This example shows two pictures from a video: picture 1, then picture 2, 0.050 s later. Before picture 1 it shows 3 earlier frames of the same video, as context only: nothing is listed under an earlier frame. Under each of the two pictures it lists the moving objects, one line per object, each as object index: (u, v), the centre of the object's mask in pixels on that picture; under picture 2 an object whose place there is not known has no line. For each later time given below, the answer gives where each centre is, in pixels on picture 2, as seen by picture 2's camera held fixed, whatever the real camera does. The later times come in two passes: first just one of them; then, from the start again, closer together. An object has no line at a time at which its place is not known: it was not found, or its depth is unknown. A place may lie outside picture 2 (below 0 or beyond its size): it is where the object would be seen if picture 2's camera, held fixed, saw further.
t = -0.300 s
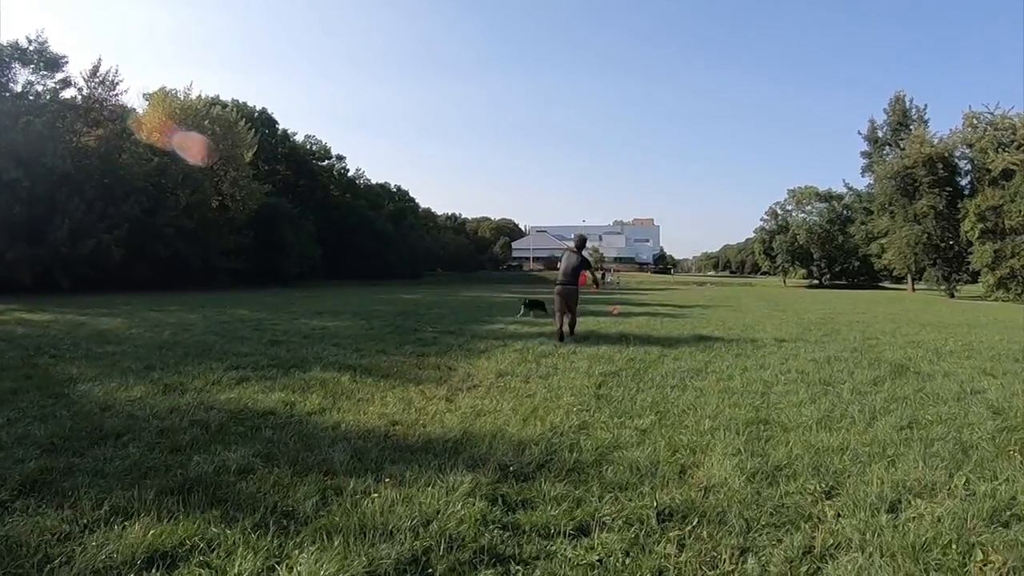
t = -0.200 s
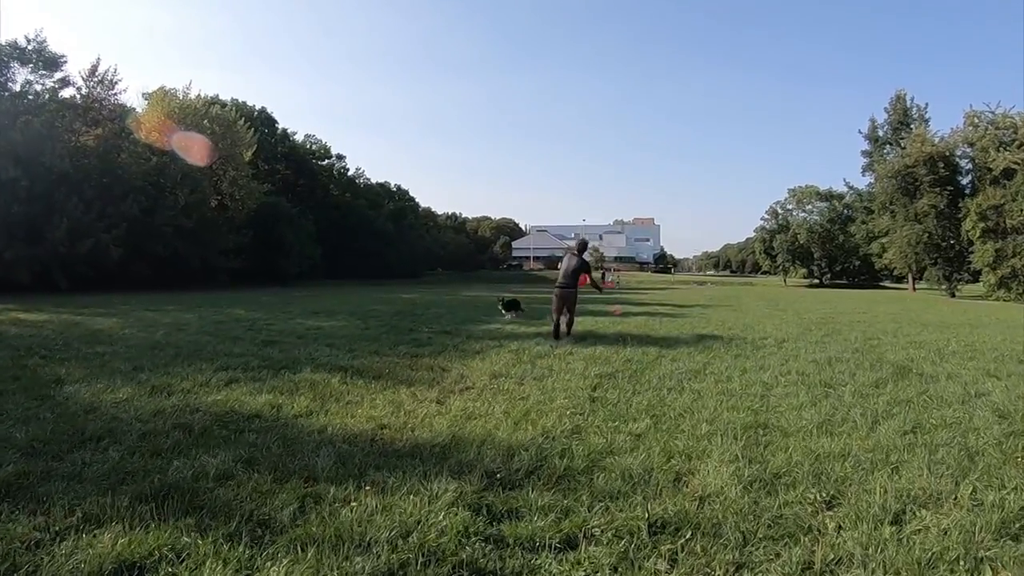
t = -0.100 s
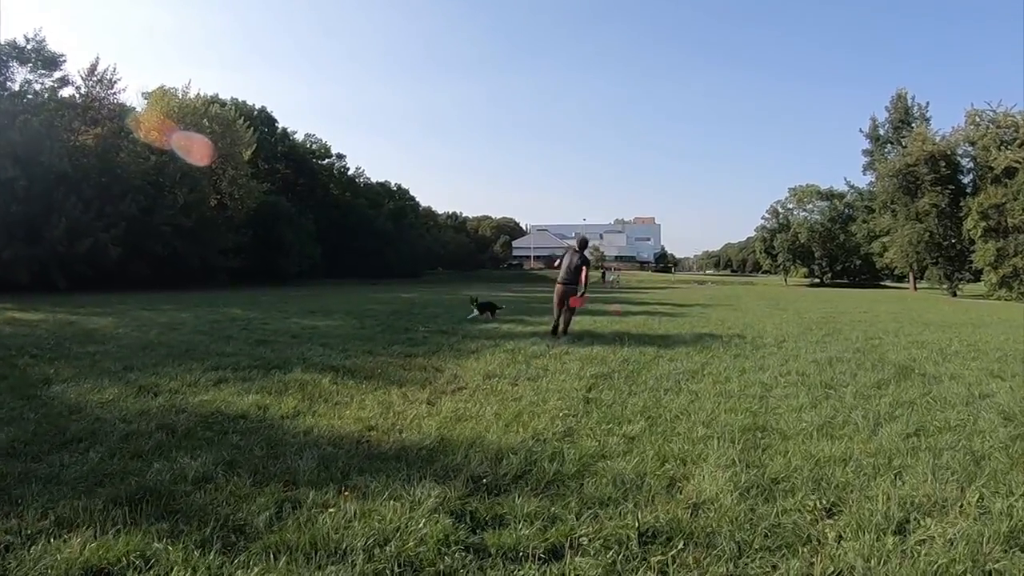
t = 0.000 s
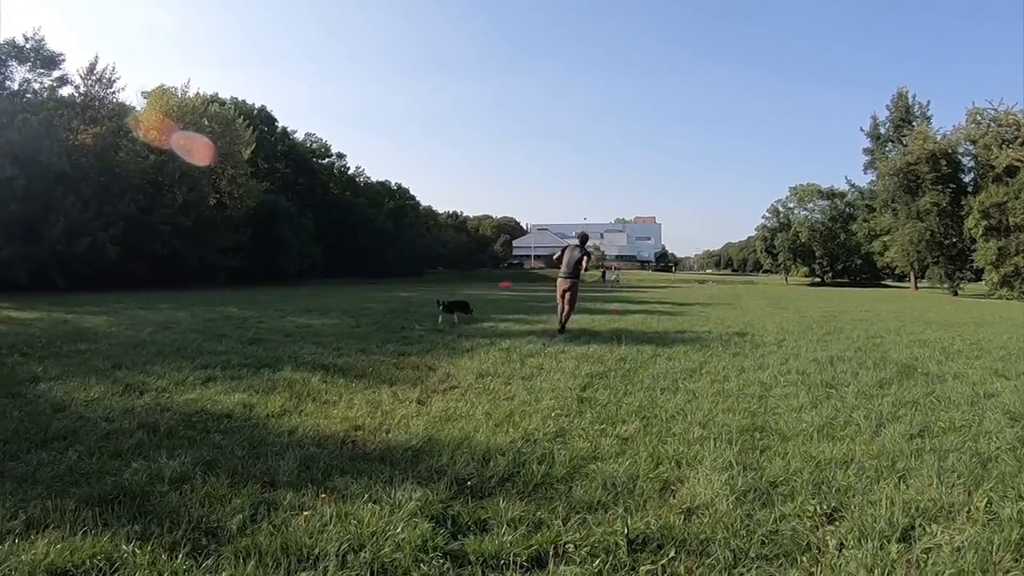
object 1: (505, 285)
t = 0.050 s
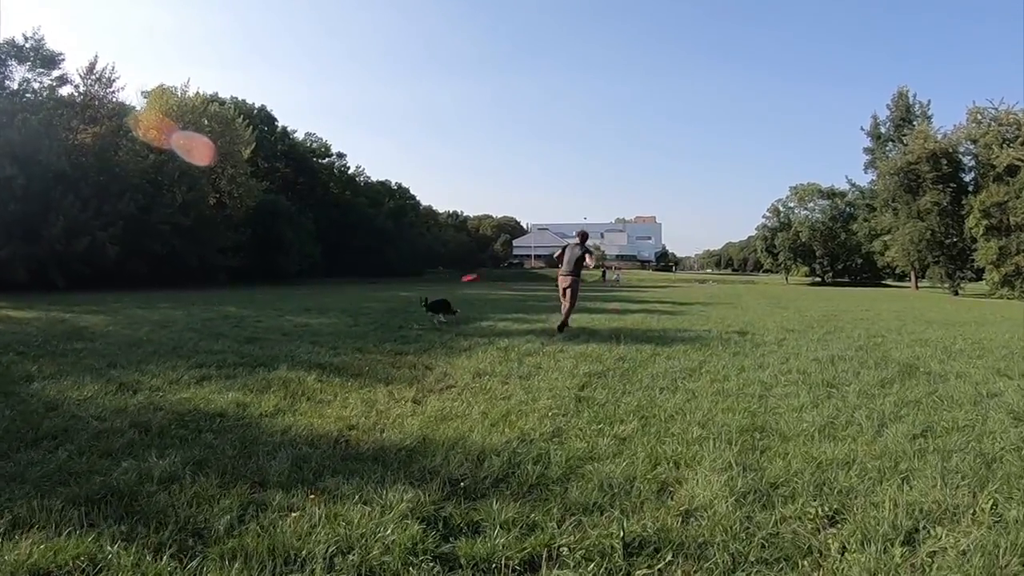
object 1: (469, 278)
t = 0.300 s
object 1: (278, 263)
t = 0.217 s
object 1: (340, 265)
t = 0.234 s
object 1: (328, 264)
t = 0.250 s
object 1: (315, 264)
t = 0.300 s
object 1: (278, 263)
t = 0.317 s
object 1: (265, 262)
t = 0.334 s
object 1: (253, 262)
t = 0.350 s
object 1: (242, 262)
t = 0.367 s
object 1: (229, 262)
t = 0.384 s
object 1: (218, 262)
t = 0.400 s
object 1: (206, 262)
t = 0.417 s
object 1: (195, 262)
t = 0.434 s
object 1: (183, 263)
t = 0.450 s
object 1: (170, 264)
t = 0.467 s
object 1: (158, 264)
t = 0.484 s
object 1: (145, 265)
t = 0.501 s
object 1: (132, 266)
